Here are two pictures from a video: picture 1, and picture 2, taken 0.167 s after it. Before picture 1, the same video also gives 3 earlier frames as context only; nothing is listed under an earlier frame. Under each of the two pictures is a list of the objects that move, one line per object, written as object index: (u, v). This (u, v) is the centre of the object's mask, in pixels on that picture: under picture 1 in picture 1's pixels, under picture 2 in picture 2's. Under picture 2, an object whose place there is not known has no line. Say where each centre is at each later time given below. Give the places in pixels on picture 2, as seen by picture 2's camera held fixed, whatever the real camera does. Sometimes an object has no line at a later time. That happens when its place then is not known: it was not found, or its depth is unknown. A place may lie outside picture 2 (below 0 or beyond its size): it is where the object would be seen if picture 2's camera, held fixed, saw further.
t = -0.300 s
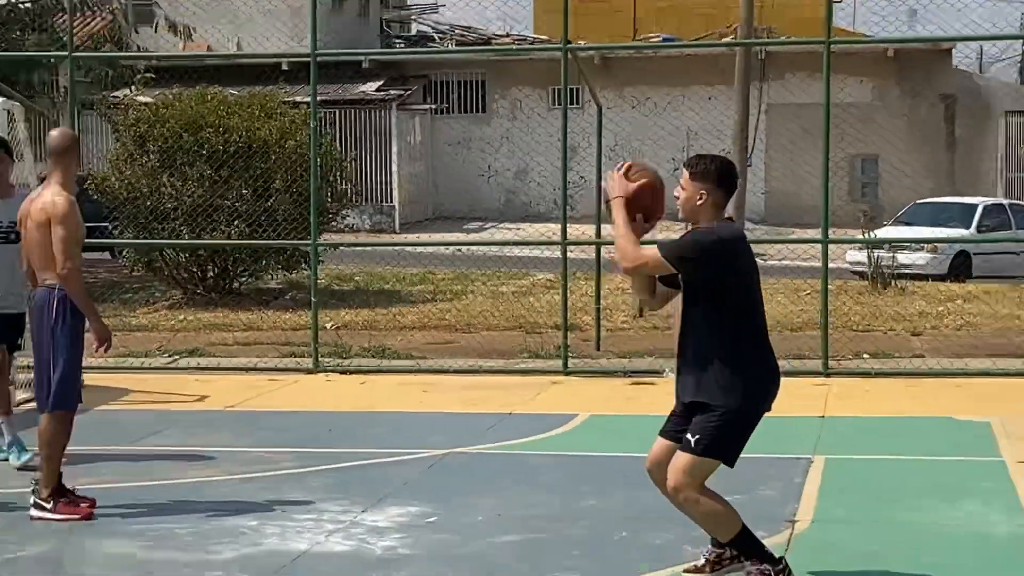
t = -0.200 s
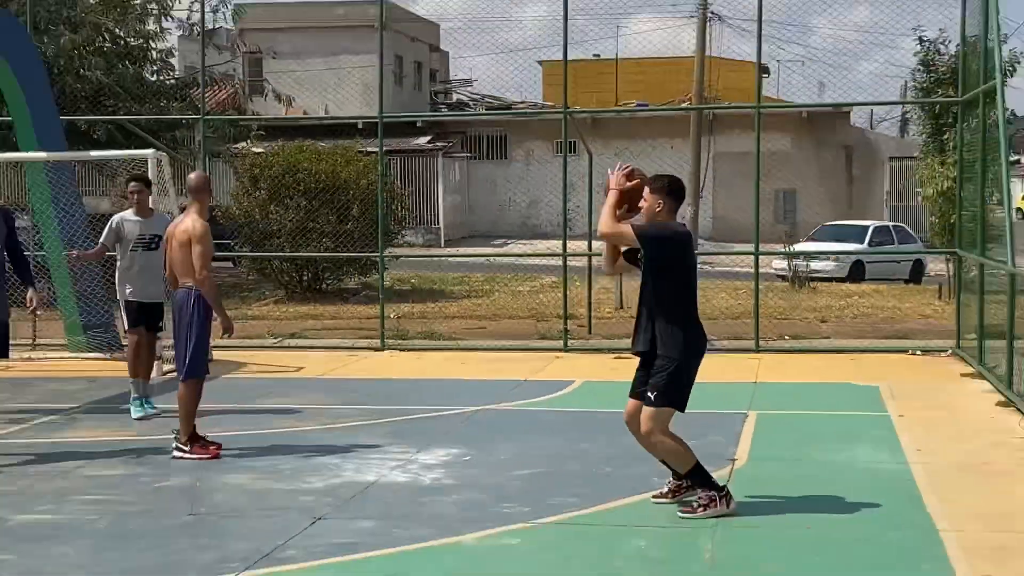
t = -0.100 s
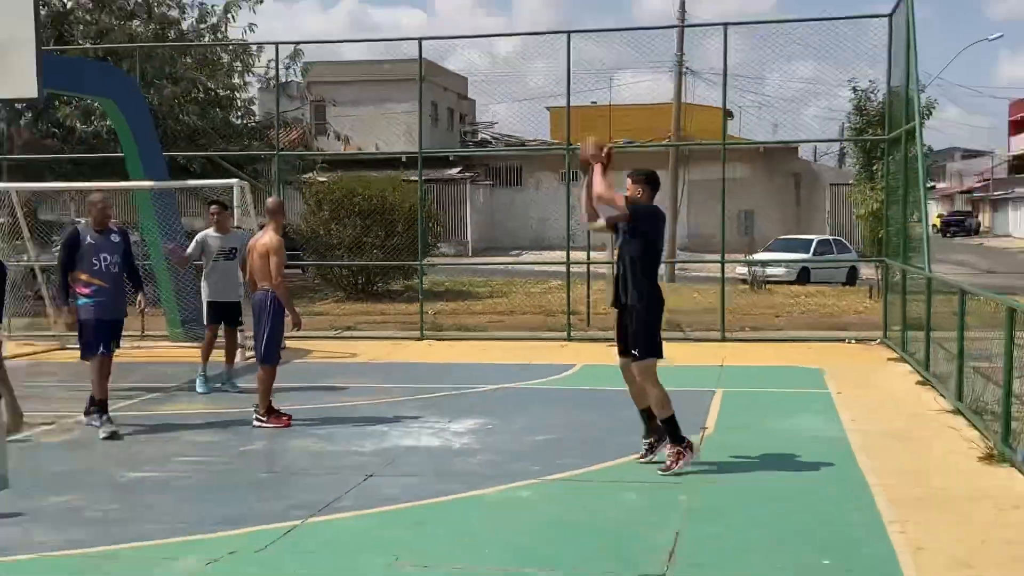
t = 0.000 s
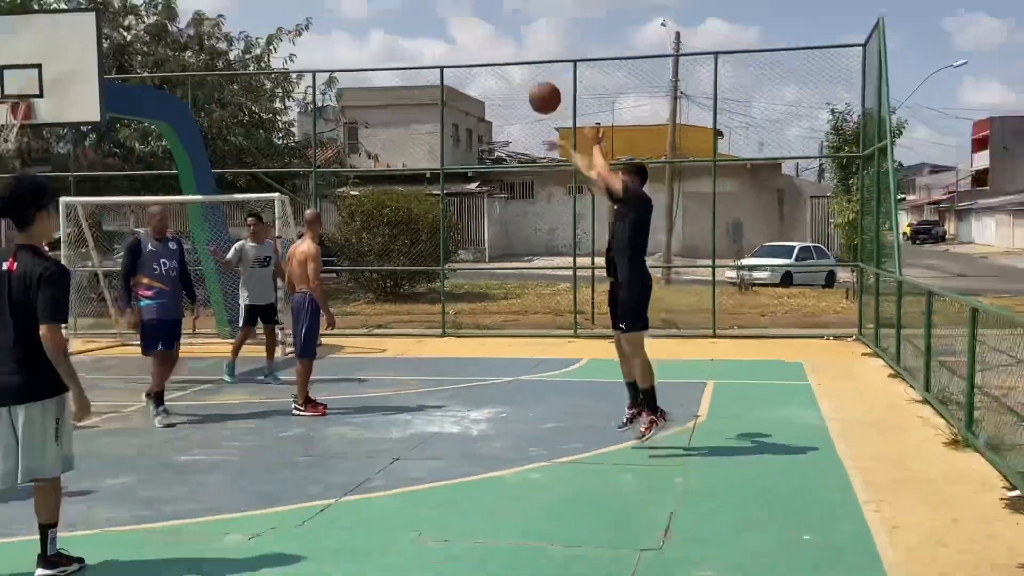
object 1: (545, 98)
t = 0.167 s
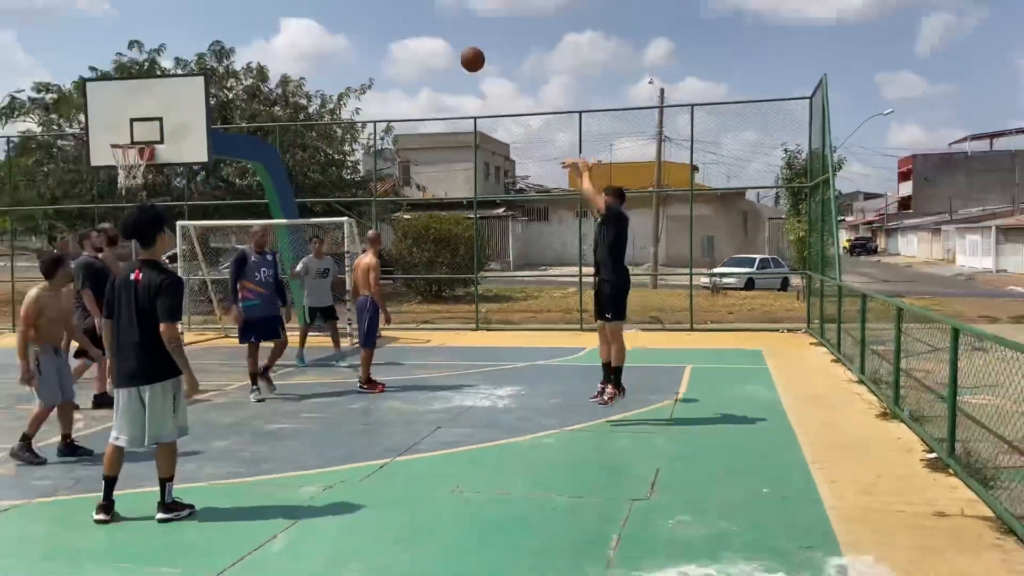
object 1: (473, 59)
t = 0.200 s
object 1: (457, 46)
